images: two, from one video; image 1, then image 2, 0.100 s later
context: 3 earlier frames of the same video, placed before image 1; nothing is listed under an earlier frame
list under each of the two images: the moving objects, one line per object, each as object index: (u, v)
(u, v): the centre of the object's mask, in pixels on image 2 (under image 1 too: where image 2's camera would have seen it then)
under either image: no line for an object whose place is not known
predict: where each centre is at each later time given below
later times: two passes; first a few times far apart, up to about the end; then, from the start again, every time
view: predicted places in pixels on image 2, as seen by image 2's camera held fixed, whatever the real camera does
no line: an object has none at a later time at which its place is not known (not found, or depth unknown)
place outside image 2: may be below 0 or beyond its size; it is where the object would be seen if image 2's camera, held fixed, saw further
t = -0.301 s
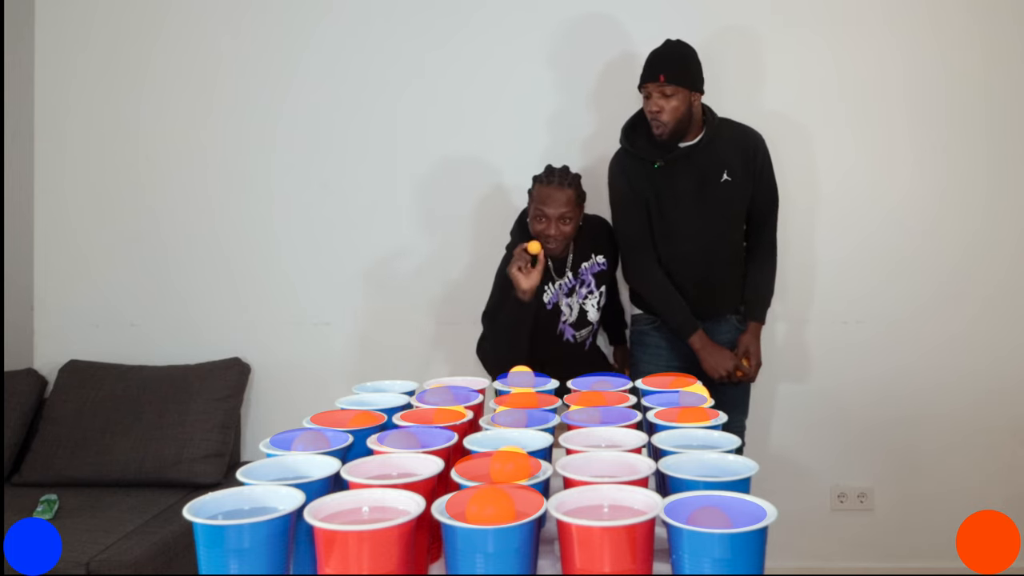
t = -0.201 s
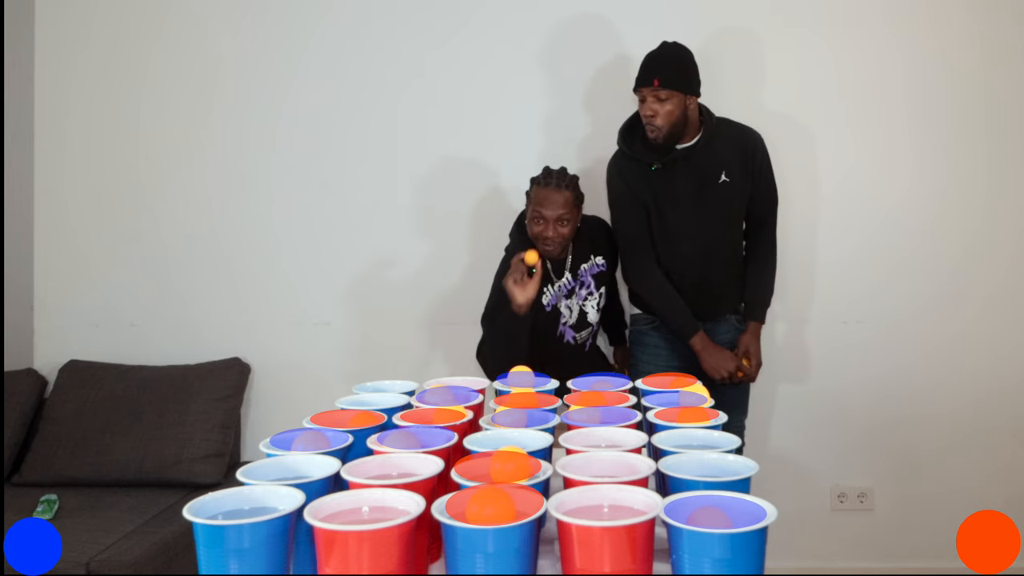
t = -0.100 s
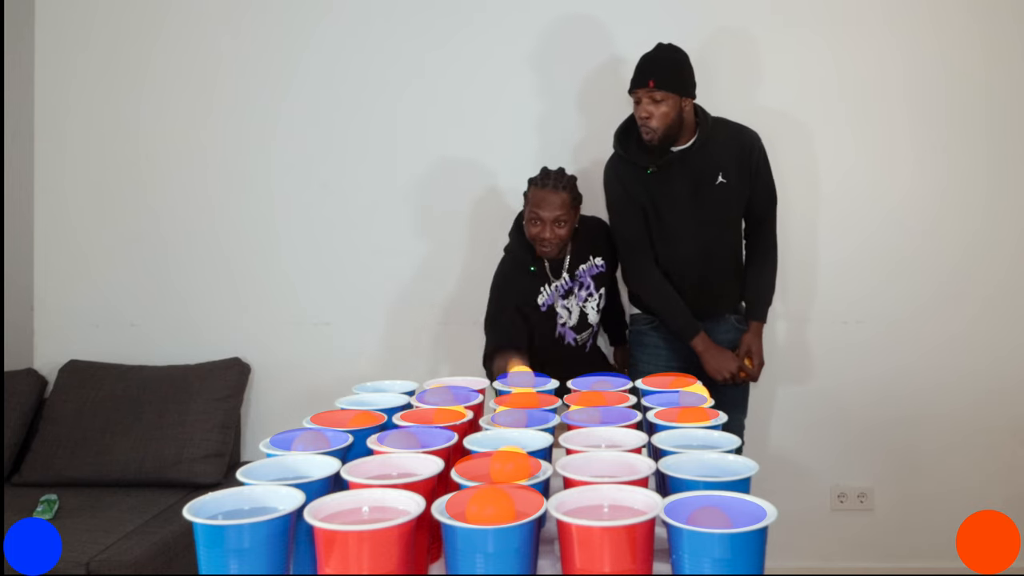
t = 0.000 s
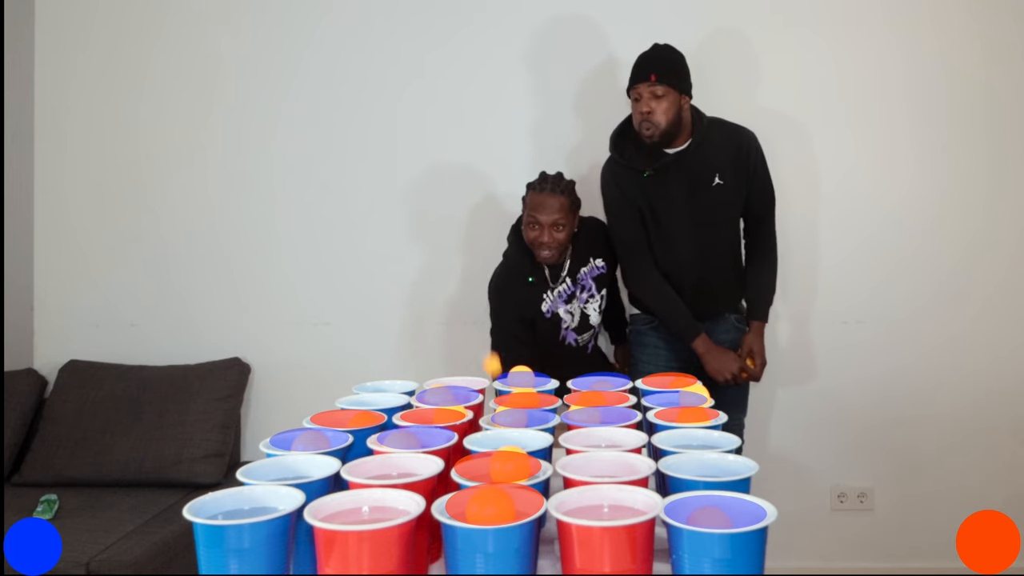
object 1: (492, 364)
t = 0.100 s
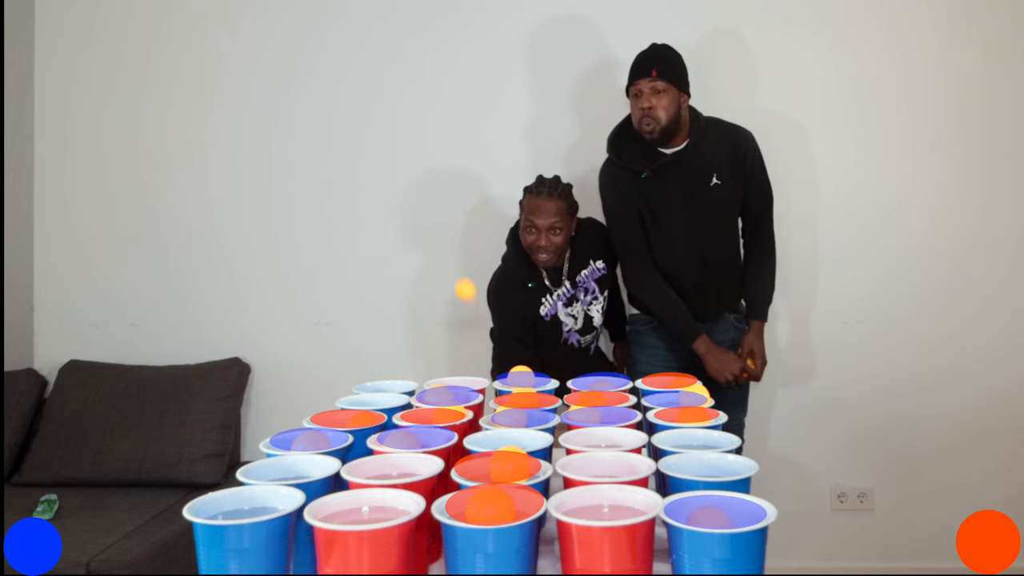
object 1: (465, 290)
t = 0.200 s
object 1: (431, 256)
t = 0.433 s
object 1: (323, 365)
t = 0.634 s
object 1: (203, 457)
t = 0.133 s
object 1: (454, 273)
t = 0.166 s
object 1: (443, 262)
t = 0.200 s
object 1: (431, 256)
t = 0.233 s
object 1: (418, 257)
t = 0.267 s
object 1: (404, 265)
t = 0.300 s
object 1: (389, 283)
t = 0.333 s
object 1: (373, 308)
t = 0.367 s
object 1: (355, 346)
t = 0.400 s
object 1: (336, 385)
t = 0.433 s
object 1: (323, 365)
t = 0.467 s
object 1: (308, 351)
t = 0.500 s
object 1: (292, 347)
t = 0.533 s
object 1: (273, 352)
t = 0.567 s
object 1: (253, 372)
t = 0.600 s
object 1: (229, 405)
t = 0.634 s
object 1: (203, 457)
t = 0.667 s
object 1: (164, 509)
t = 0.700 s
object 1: (115, 544)
